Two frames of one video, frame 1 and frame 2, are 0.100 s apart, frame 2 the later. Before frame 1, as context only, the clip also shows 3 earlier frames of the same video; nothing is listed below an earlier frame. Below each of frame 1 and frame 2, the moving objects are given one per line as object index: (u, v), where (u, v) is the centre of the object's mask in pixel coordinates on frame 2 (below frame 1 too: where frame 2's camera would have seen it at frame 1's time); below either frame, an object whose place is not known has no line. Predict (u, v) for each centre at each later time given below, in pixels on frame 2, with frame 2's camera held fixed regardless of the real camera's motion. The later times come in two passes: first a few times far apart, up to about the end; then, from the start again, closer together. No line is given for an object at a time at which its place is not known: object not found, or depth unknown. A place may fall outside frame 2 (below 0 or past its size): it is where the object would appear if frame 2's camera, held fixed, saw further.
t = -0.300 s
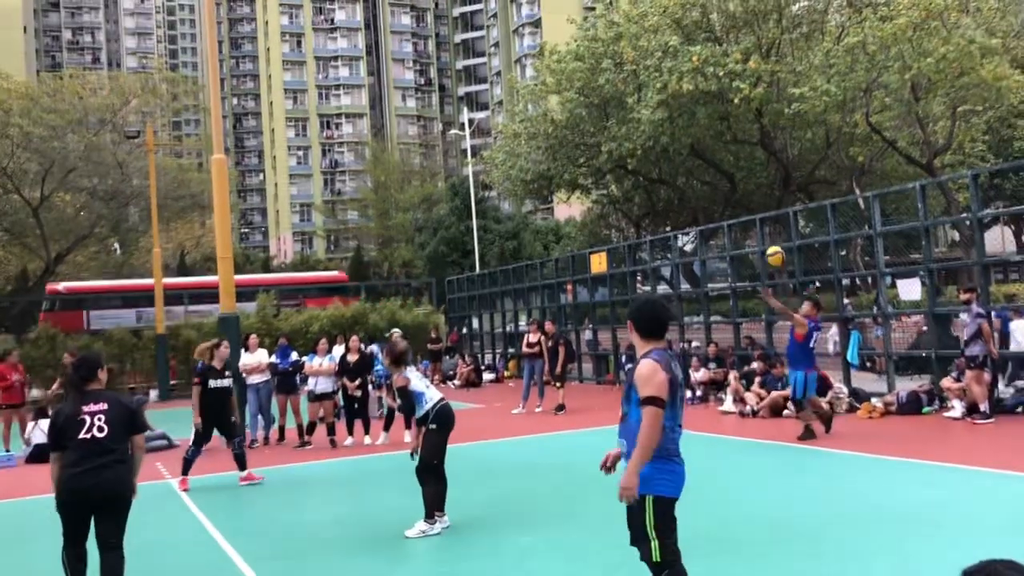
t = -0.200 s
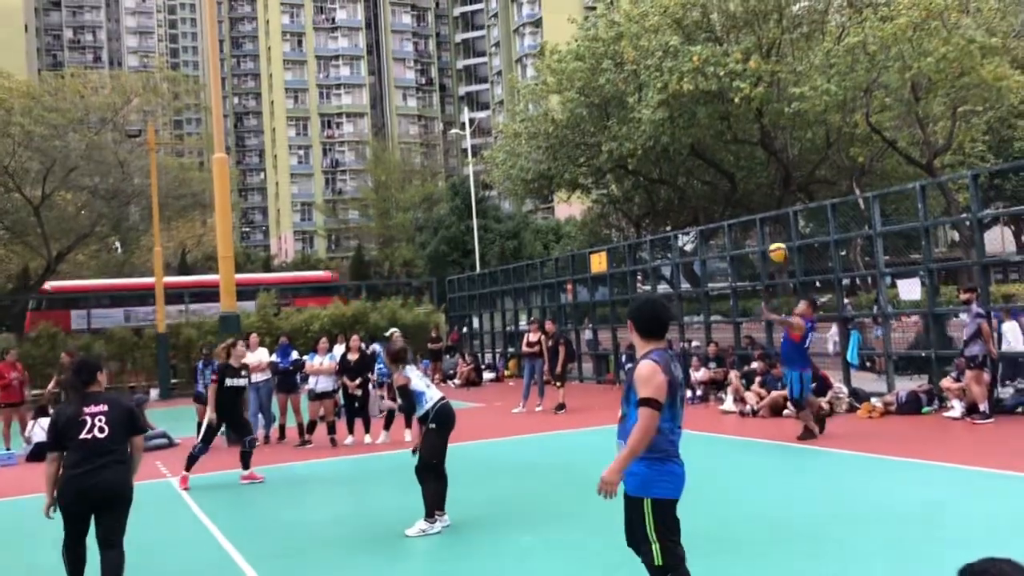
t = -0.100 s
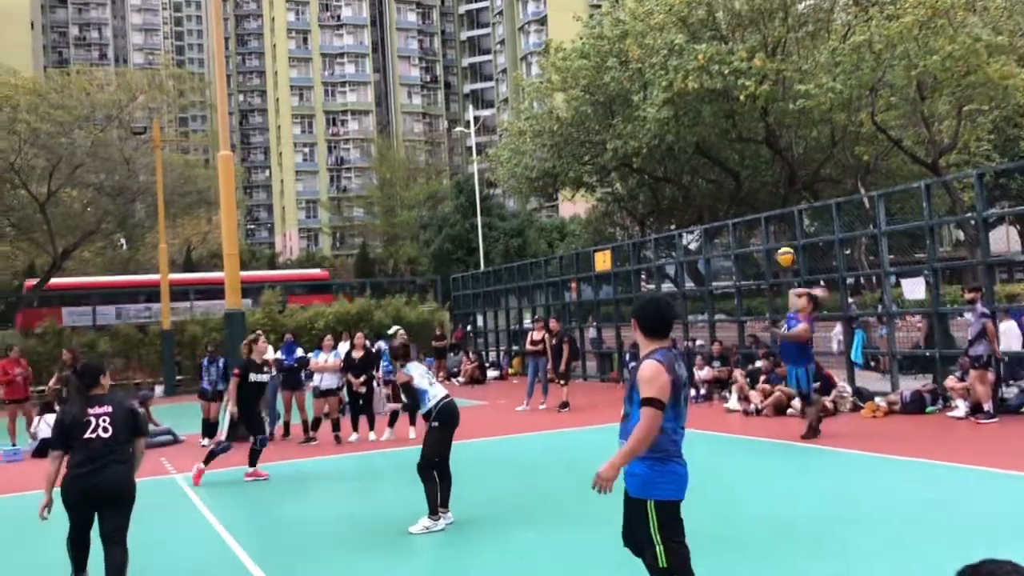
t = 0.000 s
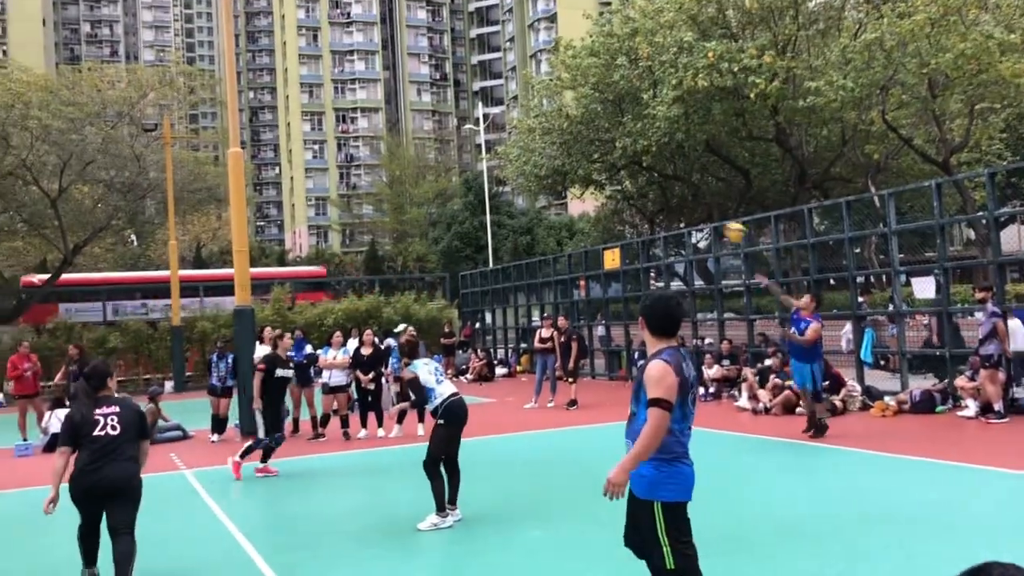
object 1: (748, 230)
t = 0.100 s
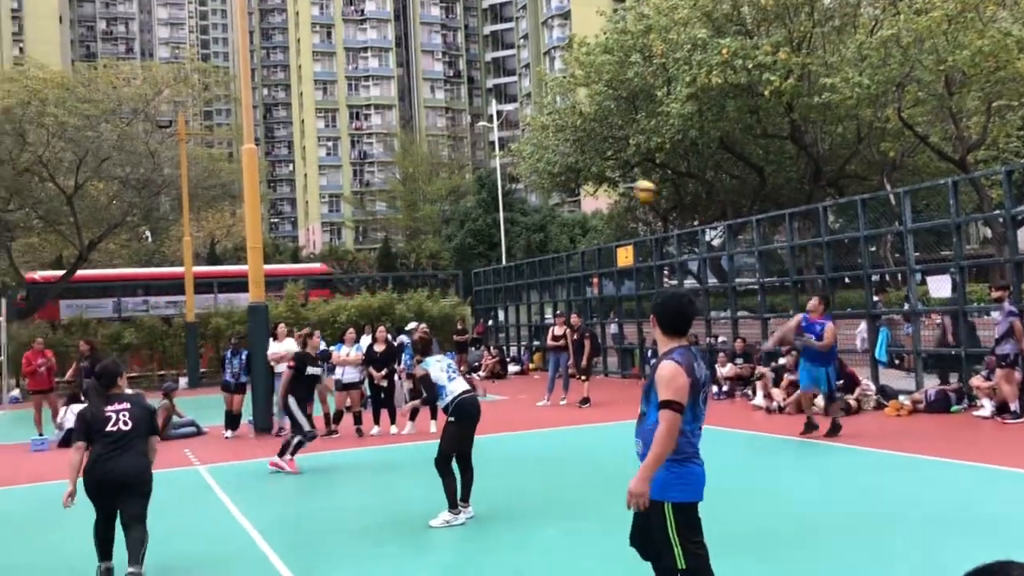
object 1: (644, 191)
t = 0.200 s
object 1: (539, 157)
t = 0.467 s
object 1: (248, 105)
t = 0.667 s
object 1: (14, 105)
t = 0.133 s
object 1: (609, 178)
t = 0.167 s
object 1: (574, 169)
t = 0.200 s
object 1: (539, 157)
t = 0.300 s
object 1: (433, 131)
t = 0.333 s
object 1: (397, 125)
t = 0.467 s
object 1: (248, 105)
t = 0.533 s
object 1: (174, 101)
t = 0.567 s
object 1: (133, 101)
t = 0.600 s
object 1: (94, 101)
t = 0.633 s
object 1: (56, 102)
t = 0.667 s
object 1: (14, 105)
